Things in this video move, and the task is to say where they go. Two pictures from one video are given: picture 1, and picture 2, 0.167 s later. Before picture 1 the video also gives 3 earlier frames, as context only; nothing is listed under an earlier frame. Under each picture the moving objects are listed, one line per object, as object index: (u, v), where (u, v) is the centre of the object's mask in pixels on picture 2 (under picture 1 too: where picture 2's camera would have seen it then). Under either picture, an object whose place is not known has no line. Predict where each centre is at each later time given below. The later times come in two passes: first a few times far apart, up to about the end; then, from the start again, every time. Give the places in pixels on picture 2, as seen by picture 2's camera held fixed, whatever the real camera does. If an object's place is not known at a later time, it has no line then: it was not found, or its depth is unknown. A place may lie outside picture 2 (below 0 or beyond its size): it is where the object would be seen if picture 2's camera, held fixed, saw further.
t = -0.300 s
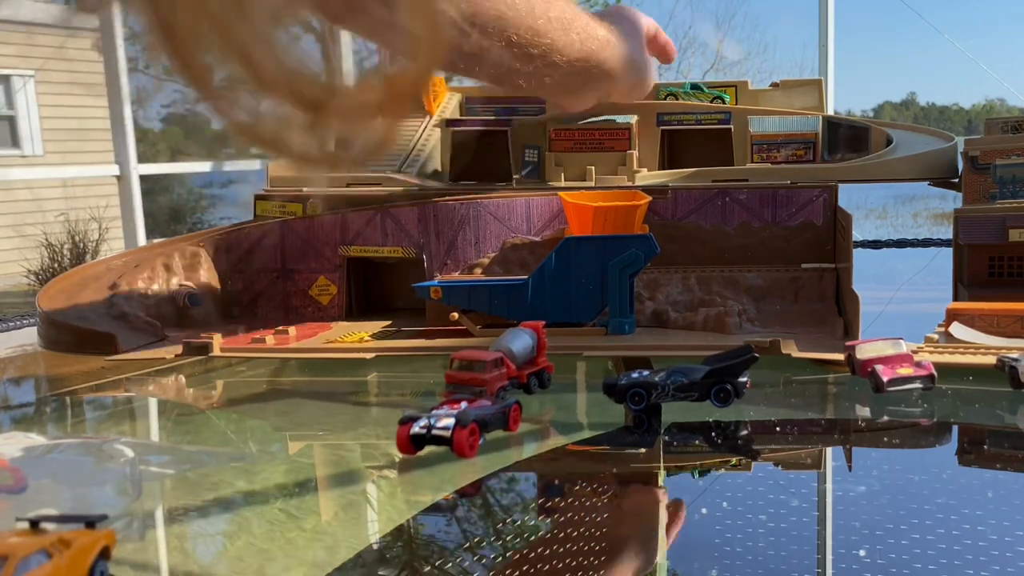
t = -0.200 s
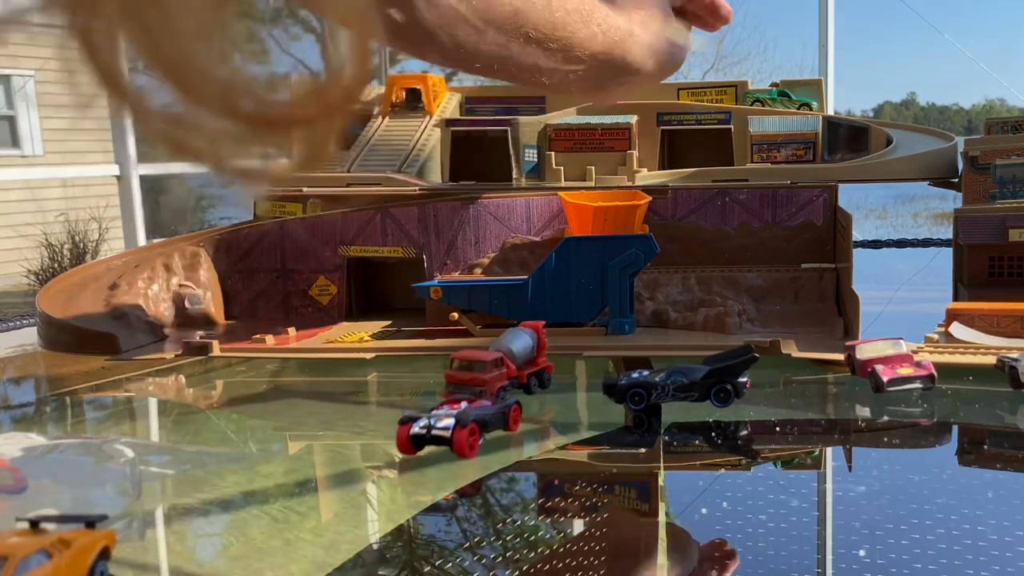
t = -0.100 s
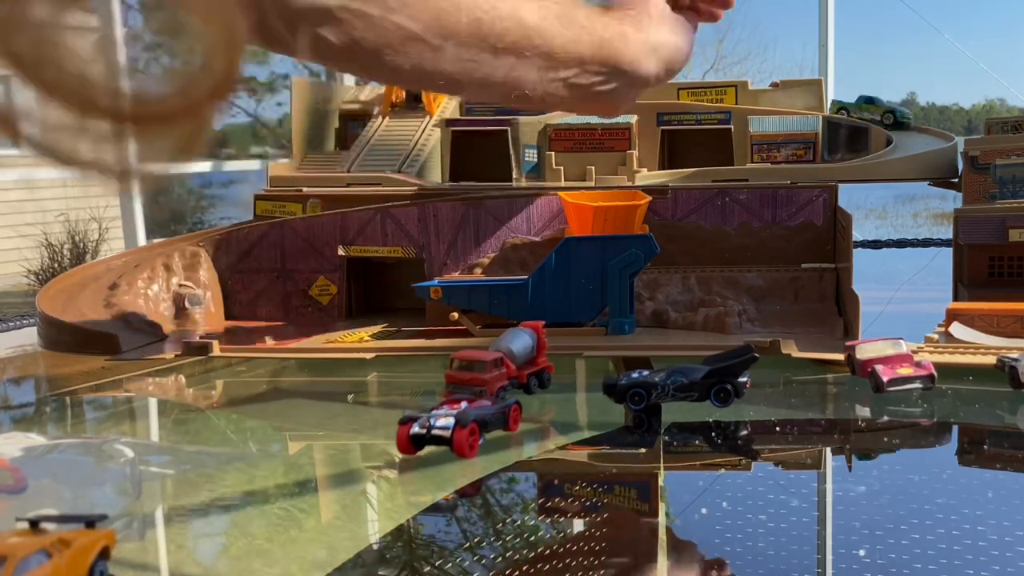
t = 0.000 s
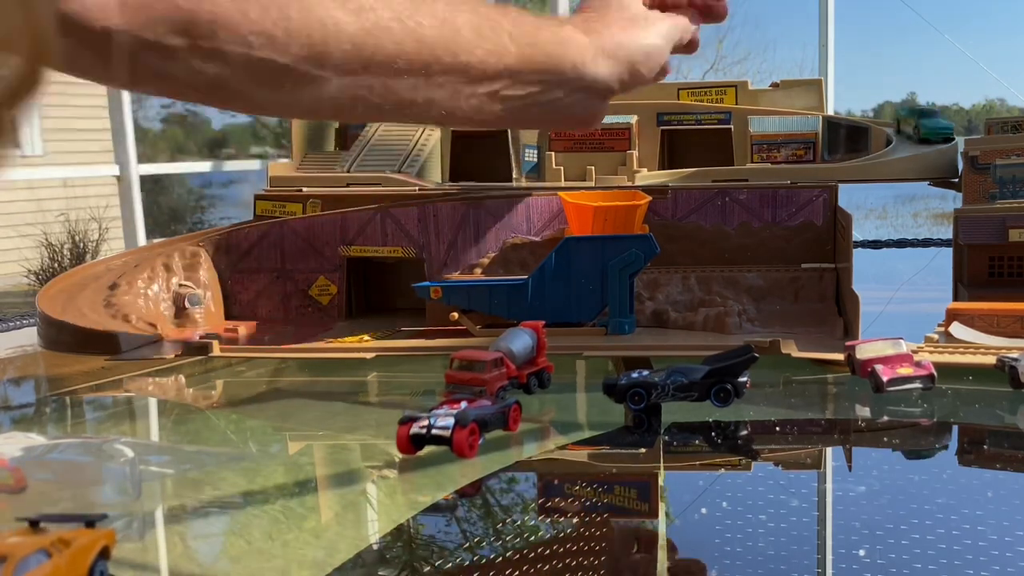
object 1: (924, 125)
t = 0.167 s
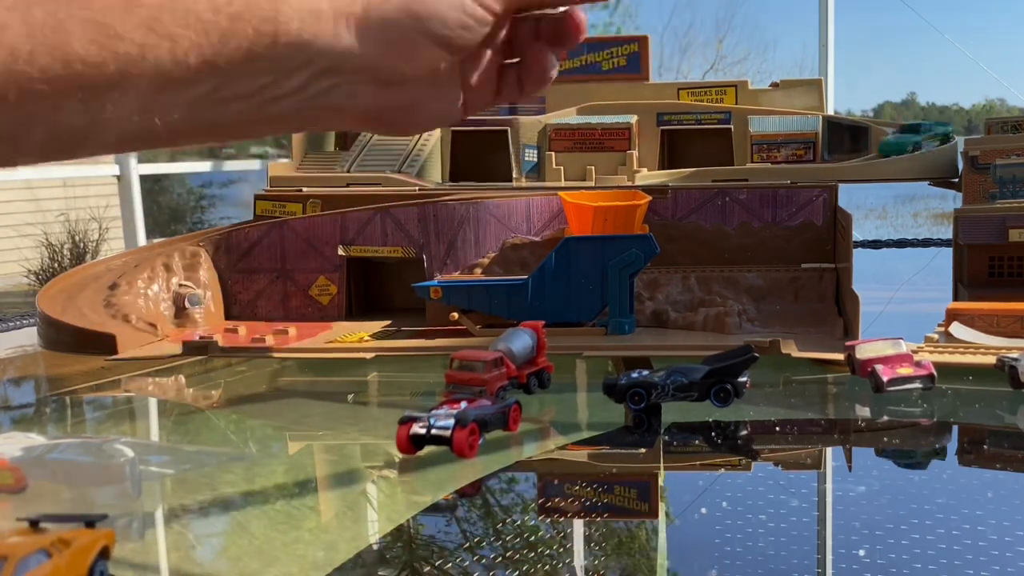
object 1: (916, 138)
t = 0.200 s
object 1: (906, 141)
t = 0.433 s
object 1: (794, 156)
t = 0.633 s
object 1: (709, 159)
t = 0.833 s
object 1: (641, 168)
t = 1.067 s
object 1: (574, 171)
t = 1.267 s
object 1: (528, 176)
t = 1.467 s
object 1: (487, 178)
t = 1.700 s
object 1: (437, 181)
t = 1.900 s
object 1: (380, 191)
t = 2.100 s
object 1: (306, 202)
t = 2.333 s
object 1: (186, 228)
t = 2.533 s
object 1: (83, 270)
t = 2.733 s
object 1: (100, 310)
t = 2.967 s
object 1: (269, 330)
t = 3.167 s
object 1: (402, 329)
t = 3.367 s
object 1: (478, 326)
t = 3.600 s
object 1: (575, 327)
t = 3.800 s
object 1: (595, 328)
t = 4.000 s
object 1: (596, 328)
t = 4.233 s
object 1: (596, 328)
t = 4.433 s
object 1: (596, 328)
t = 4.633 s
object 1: (596, 328)
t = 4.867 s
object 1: (596, 328)
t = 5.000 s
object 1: (596, 328)
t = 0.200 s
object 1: (906, 141)
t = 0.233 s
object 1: (892, 144)
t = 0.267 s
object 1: (878, 147)
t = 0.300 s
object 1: (863, 149)
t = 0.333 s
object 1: (847, 152)
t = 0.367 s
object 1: (829, 154)
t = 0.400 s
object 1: (812, 155)
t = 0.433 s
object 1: (794, 156)
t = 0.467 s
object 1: (780, 156)
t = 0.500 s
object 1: (764, 157)
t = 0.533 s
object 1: (749, 157)
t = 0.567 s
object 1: (735, 158)
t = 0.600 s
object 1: (721, 158)
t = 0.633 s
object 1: (709, 159)
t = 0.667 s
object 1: (696, 161)
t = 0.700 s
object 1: (685, 162)
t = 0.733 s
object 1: (675, 163)
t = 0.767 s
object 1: (662, 165)
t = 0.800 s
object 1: (651, 166)
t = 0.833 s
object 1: (641, 168)
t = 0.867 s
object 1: (634, 168)
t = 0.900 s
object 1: (625, 169)
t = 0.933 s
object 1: (614, 171)
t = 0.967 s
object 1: (604, 171)
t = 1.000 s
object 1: (594, 172)
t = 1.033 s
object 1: (584, 172)
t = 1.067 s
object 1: (574, 171)
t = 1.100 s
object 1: (567, 172)
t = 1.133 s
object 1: (559, 173)
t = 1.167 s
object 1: (551, 174)
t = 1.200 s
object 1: (543, 175)
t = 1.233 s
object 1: (535, 175)
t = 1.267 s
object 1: (528, 176)
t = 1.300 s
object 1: (521, 176)
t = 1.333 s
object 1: (514, 176)
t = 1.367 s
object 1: (507, 176)
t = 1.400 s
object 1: (500, 177)
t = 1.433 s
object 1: (494, 177)
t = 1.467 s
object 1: (487, 178)
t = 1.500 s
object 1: (480, 178)
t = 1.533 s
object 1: (473, 178)
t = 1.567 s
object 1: (467, 179)
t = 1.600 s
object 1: (460, 179)
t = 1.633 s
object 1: (453, 180)
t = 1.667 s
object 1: (445, 181)
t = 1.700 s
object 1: (437, 181)
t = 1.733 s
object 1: (431, 183)
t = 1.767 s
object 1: (422, 184)
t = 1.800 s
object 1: (413, 184)
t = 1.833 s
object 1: (402, 186)
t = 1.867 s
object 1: (392, 189)
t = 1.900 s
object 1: (380, 191)
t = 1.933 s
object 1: (369, 193)
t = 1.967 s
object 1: (358, 195)
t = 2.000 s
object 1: (345, 197)
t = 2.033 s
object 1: (333, 197)
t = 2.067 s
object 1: (319, 199)
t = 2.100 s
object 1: (306, 202)
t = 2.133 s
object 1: (292, 204)
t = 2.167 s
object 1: (278, 207)
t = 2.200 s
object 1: (263, 209)
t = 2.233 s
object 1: (246, 212)
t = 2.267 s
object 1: (228, 217)
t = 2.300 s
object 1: (207, 223)
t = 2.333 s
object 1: (186, 228)
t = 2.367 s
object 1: (167, 232)
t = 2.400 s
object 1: (150, 240)
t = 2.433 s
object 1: (133, 246)
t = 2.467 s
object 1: (115, 251)
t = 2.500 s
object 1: (98, 259)
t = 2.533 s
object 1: (83, 270)
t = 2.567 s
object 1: (75, 277)
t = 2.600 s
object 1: (71, 285)
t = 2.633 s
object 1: (71, 292)
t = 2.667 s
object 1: (77, 298)
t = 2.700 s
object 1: (86, 303)
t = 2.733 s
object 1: (100, 310)
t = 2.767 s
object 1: (118, 320)
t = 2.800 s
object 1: (139, 324)
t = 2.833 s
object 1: (164, 329)
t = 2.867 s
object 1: (189, 330)
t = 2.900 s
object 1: (218, 330)
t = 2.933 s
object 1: (245, 330)
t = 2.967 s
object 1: (269, 330)
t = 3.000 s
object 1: (293, 330)
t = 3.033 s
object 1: (317, 330)
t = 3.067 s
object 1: (340, 330)
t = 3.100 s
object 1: (361, 330)
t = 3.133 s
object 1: (382, 330)
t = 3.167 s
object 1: (402, 329)
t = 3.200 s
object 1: (421, 329)
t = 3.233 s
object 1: (437, 329)
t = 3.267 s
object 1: (451, 328)
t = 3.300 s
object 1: (461, 327)
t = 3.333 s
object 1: (470, 327)
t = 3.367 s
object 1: (478, 326)
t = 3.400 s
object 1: (506, 327)
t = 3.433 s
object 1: (521, 324)
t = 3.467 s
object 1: (538, 321)
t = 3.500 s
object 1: (548, 327)
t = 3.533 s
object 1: (560, 326)
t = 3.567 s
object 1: (569, 327)
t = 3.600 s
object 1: (575, 327)
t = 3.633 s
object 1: (581, 327)
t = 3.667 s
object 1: (586, 328)
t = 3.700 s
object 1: (589, 328)
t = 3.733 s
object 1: (592, 328)
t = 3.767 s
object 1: (594, 328)
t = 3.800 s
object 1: (595, 328)
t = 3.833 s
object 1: (596, 328)
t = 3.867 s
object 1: (596, 328)
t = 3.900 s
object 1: (596, 328)
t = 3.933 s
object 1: (596, 328)
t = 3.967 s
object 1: (596, 328)
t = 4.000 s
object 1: (596, 328)
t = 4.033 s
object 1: (596, 328)
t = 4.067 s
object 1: (596, 328)
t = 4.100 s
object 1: (596, 328)
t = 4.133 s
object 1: (596, 328)
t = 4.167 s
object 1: (596, 328)
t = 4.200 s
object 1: (596, 328)
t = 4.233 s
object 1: (596, 328)
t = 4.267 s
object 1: (596, 328)
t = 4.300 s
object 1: (596, 328)
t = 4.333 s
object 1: (596, 328)
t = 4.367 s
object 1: (596, 328)
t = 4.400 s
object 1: (596, 328)
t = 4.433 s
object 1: (596, 328)
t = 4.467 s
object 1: (596, 328)
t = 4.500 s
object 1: (596, 328)
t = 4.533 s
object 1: (596, 328)
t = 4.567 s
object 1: (596, 328)
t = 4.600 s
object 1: (596, 328)
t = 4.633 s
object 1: (596, 328)
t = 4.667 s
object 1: (596, 328)
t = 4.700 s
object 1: (596, 328)
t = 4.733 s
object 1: (596, 328)
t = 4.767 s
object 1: (596, 328)
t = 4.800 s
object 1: (596, 328)
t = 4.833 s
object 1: (596, 328)
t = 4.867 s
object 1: (596, 328)
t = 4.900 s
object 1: (596, 328)
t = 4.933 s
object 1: (596, 328)
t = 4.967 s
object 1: (596, 328)
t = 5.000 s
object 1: (596, 328)
